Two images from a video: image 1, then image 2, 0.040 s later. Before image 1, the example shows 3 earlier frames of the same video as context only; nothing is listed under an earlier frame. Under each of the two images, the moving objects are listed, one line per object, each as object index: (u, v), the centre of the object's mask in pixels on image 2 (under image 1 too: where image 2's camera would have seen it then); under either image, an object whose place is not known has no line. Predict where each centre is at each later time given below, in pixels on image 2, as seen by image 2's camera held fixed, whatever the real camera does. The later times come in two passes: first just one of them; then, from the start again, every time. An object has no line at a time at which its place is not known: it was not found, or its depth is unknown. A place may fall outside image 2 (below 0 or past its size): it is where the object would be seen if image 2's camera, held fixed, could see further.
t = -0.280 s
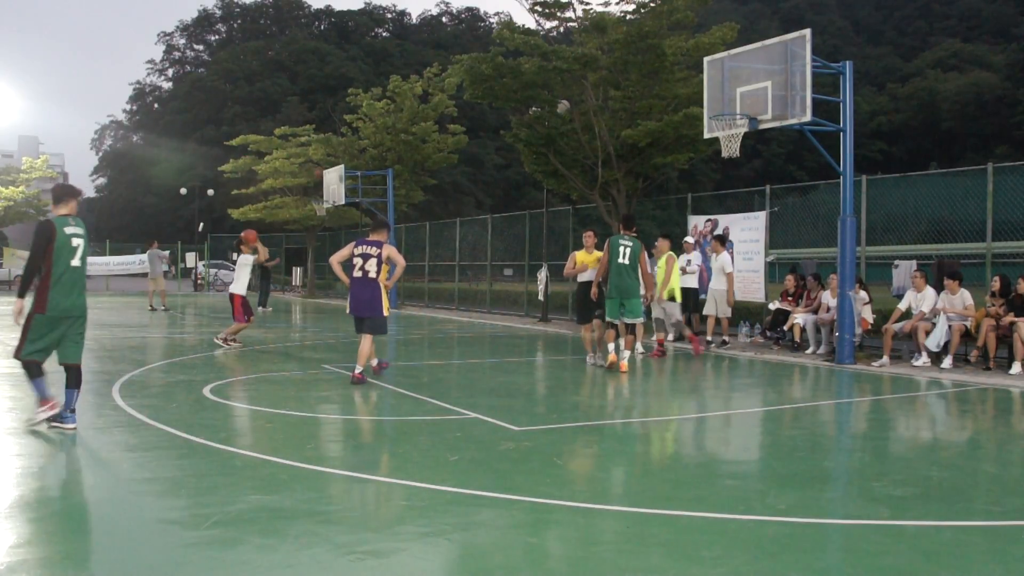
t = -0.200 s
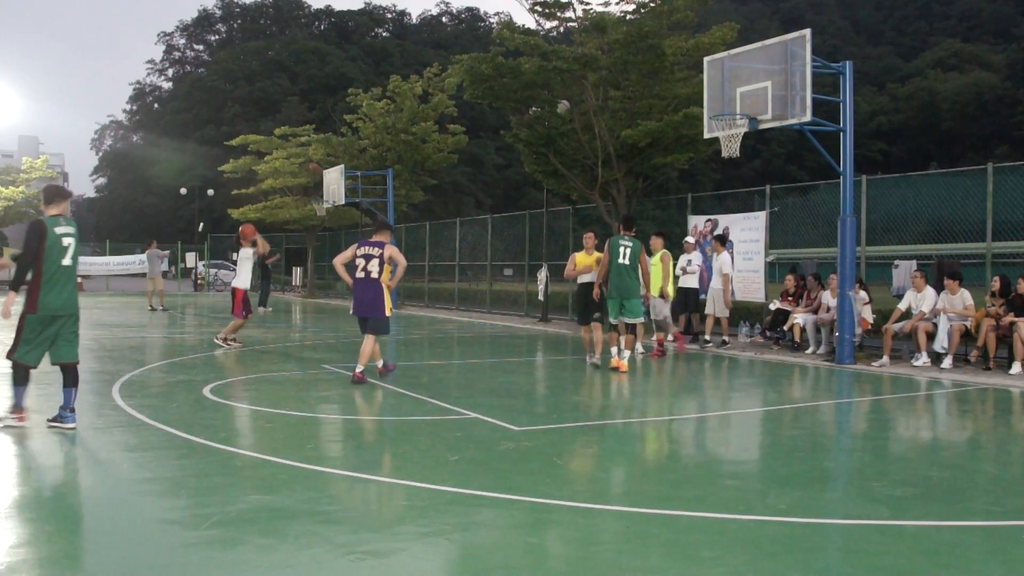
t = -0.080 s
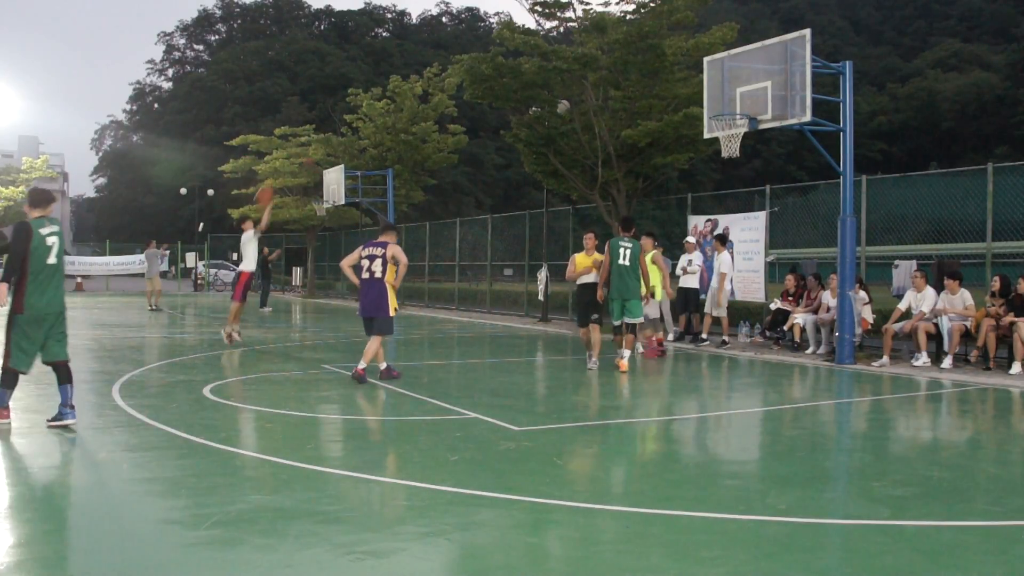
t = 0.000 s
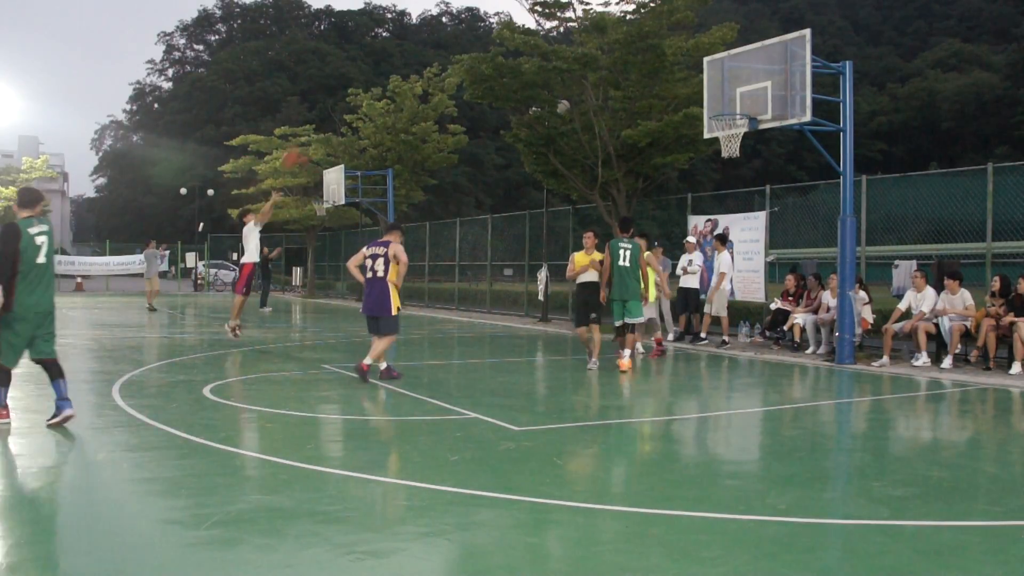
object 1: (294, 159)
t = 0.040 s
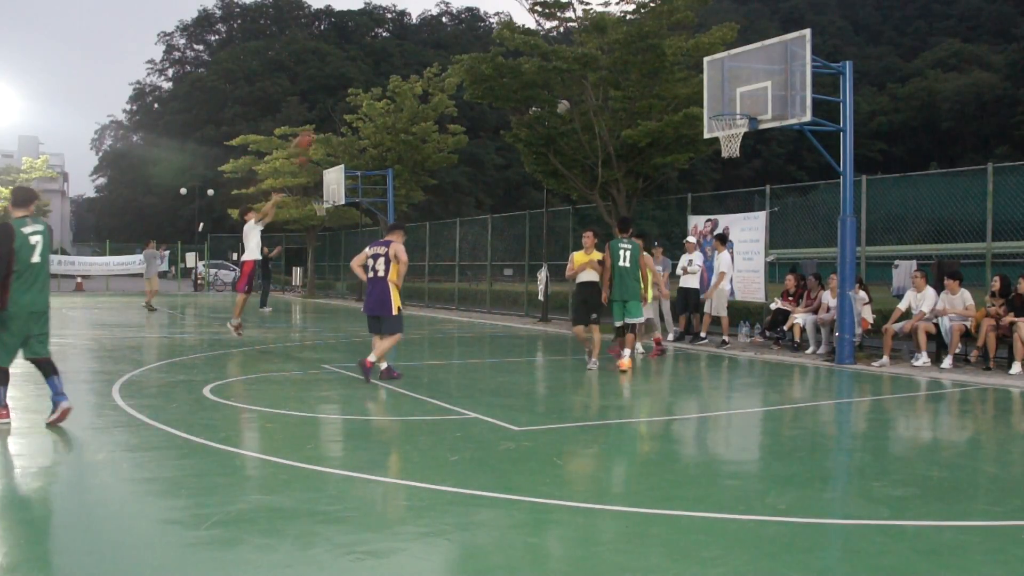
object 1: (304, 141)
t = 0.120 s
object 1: (332, 110)
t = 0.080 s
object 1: (319, 124)
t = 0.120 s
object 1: (332, 110)
